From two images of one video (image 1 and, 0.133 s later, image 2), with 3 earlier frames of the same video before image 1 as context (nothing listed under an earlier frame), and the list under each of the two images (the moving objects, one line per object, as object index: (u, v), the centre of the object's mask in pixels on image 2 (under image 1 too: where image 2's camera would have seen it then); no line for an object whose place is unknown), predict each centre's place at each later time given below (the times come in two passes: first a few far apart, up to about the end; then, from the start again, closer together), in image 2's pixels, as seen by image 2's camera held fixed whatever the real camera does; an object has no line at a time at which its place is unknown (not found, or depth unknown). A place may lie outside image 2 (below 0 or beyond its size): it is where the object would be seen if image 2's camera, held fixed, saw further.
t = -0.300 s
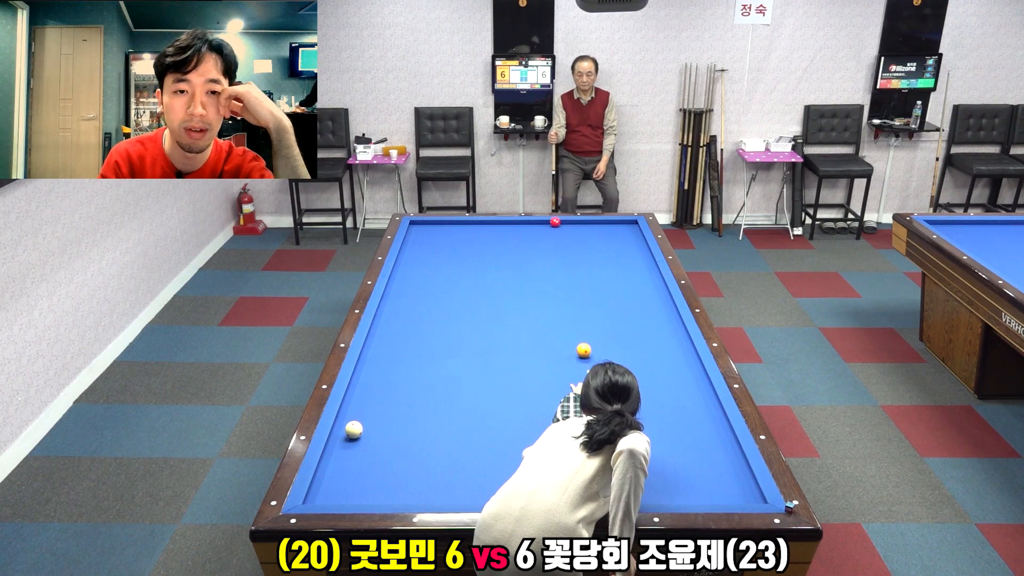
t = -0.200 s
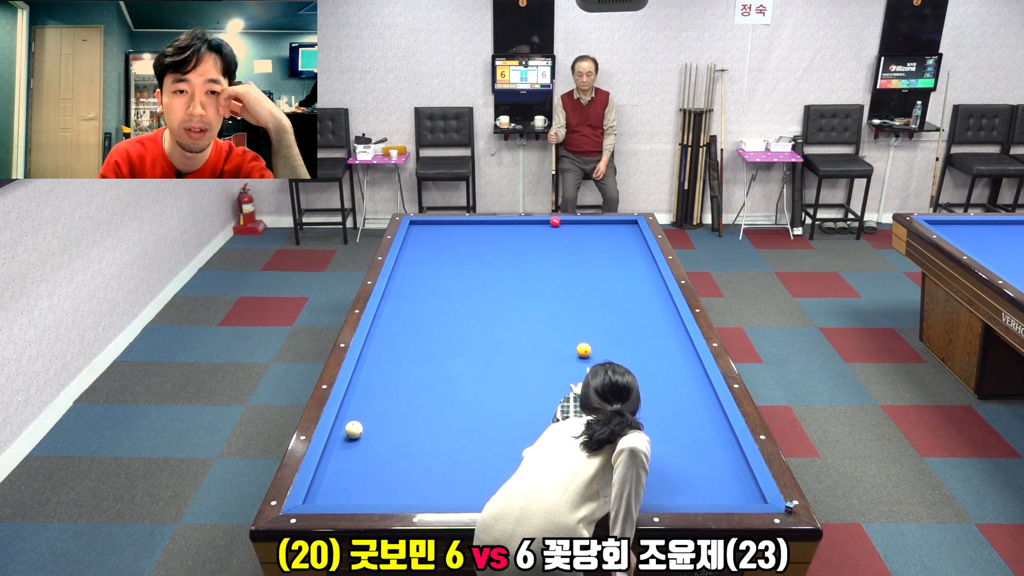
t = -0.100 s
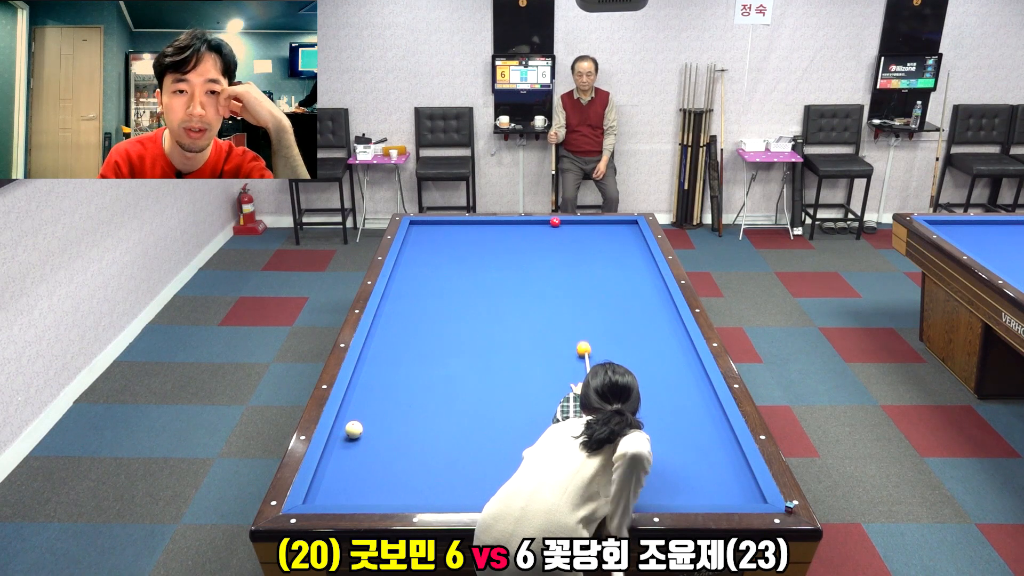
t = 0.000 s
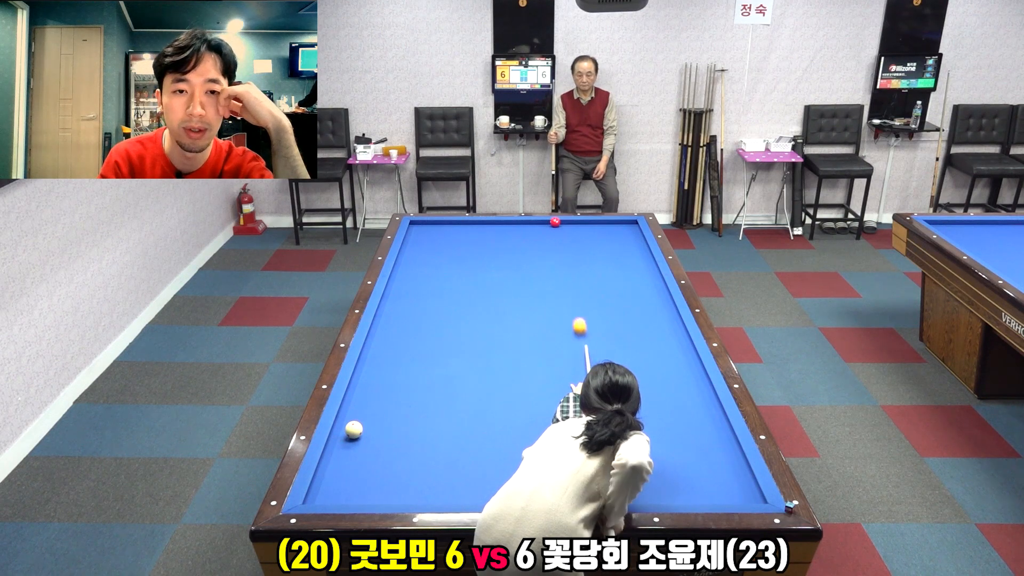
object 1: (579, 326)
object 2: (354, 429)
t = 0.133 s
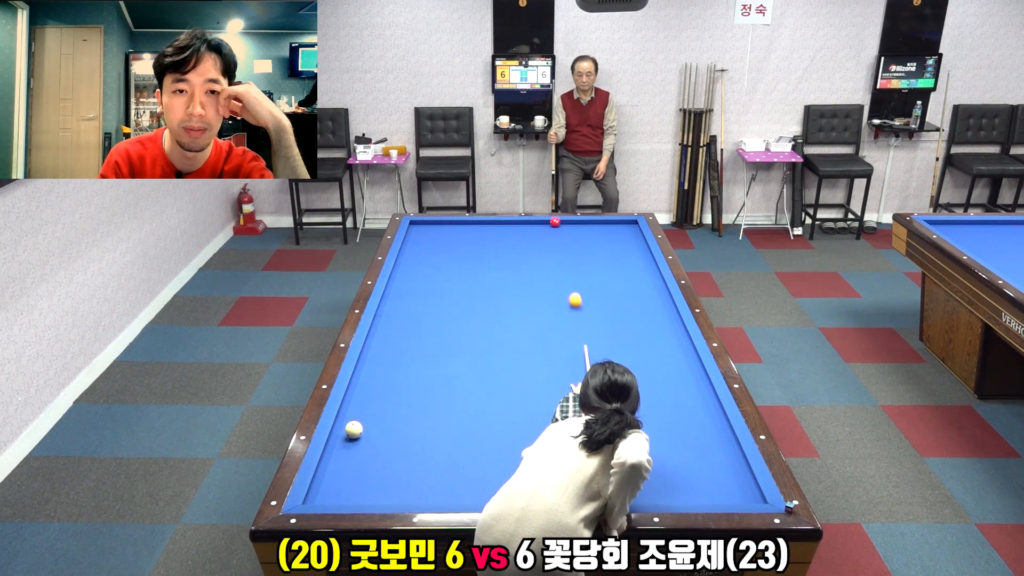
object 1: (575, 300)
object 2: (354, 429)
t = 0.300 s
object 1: (571, 276)
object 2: (354, 429)
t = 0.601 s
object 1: (566, 242)
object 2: (354, 429)
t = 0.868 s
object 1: (573, 223)
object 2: (354, 429)
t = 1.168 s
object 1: (613, 235)
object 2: (354, 429)
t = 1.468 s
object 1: (637, 245)
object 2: (354, 429)
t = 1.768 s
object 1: (620, 257)
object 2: (354, 429)
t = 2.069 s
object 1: (602, 269)
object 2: (354, 429)
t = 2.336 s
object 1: (585, 281)
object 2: (354, 429)
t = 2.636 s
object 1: (564, 290)
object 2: (354, 429)
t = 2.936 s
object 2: (354, 429)
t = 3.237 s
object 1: (521, 325)
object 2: (354, 429)
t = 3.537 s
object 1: (497, 341)
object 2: (354, 429)
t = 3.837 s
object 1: (471, 359)
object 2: (354, 429)
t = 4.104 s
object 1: (447, 376)
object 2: (354, 429)
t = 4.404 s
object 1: (418, 396)
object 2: (354, 429)
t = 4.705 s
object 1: (386, 418)
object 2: (354, 429)
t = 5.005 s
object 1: (366, 441)
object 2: (341, 431)
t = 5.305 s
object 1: (355, 463)
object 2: (348, 433)
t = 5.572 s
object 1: (345, 484)
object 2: (358, 435)
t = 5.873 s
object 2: (367, 437)
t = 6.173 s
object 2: (376, 439)
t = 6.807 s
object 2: (393, 443)
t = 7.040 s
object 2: (398, 444)
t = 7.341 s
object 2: (403, 445)
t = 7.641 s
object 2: (408, 447)
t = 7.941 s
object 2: (412, 448)
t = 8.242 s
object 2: (415, 448)
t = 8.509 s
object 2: (417, 449)
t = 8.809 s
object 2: (419, 450)
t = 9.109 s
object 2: (419, 450)
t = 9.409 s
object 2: (419, 450)
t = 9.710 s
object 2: (419, 450)
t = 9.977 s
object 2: (419, 450)
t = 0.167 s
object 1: (574, 295)
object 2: (354, 429)
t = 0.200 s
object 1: (573, 289)
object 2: (354, 429)
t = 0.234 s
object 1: (572, 285)
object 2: (354, 429)
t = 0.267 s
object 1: (572, 280)
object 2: (354, 429)
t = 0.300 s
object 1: (571, 276)
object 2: (354, 429)
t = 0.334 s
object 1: (570, 272)
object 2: (354, 429)
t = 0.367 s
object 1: (570, 268)
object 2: (354, 429)
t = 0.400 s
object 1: (569, 264)
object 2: (354, 429)
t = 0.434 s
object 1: (568, 260)
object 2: (354, 429)
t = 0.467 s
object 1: (568, 256)
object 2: (354, 429)
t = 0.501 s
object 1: (567, 252)
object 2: (354, 429)
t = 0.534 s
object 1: (567, 249)
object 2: (354, 429)
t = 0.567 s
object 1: (566, 245)
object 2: (354, 429)
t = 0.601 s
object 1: (566, 242)
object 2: (354, 429)
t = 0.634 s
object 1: (565, 238)
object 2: (354, 429)
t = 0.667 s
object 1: (565, 235)
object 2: (354, 429)
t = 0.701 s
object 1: (564, 232)
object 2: (354, 429)
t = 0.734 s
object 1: (564, 229)
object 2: (354, 429)
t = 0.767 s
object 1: (563, 226)
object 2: (354, 429)
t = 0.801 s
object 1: (564, 223)
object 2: (354, 429)
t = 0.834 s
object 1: (568, 222)
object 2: (354, 429)
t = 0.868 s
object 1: (573, 223)
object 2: (354, 429)
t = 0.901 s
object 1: (578, 225)
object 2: (354, 429)
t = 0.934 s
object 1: (582, 226)
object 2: (354, 429)
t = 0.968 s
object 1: (587, 227)
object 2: (354, 429)
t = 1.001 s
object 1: (592, 229)
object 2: (354, 429)
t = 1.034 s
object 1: (596, 230)
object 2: (354, 429)
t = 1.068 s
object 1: (600, 231)
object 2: (354, 429)
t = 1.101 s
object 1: (604, 232)
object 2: (354, 429)
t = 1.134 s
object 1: (609, 234)
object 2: (354, 429)
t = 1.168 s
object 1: (613, 235)
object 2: (354, 429)
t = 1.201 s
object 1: (617, 236)
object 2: (354, 429)
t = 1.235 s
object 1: (622, 237)
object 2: (354, 429)
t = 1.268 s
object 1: (626, 238)
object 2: (354, 429)
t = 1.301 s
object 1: (631, 239)
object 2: (354, 429)
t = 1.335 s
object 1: (635, 240)
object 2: (354, 429)
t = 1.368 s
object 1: (639, 242)
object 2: (354, 429)
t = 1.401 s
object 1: (641, 243)
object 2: (354, 429)
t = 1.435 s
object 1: (639, 244)
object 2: (354, 429)
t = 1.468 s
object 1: (637, 245)
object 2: (354, 429)
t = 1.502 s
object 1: (635, 247)
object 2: (354, 429)
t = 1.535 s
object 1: (633, 248)
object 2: (354, 429)
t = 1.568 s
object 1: (631, 249)
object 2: (354, 429)
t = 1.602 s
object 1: (629, 250)
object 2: (354, 429)
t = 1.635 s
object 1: (627, 252)
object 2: (354, 429)
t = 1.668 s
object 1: (625, 253)
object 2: (354, 429)
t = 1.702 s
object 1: (623, 254)
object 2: (354, 429)
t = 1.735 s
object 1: (622, 256)
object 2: (354, 429)
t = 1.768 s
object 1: (620, 257)
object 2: (354, 429)
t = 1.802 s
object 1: (618, 258)
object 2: (354, 429)
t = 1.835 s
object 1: (616, 260)
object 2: (354, 429)
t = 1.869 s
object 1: (614, 261)
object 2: (354, 429)
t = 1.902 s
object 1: (612, 262)
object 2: (354, 429)
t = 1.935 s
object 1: (610, 264)
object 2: (354, 429)
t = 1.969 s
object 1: (608, 265)
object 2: (354, 429)
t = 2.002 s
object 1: (606, 266)
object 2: (354, 429)
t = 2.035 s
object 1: (604, 268)
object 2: (354, 429)
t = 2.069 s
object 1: (602, 269)
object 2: (354, 429)
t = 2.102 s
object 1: (600, 271)
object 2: (354, 429)
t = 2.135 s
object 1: (598, 272)
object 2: (354, 429)
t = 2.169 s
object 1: (596, 273)
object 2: (354, 429)
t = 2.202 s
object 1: (594, 275)
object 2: (354, 429)
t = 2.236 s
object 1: (591, 276)
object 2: (354, 429)
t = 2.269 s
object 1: (589, 278)
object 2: (354, 429)
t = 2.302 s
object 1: (587, 279)
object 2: (354, 429)
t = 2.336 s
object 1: (585, 281)
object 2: (354, 429)
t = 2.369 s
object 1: (583, 282)
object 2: (354, 429)
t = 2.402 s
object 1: (581, 284)
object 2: (354, 429)
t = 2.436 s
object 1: (579, 285)
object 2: (354, 429)
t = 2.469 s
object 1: (576, 287)
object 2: (354, 429)
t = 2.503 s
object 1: (574, 288)
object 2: (354, 429)
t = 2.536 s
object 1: (572, 290)
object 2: (354, 429)
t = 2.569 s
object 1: (570, 291)
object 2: (354, 429)
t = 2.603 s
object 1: (567, 291)
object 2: (354, 429)
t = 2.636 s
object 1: (564, 290)
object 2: (354, 429)
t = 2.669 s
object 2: (354, 429)
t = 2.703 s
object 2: (354, 429)
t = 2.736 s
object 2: (354, 429)
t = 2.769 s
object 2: (354, 429)
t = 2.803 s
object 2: (354, 429)
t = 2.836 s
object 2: (354, 429)
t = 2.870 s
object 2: (354, 429)
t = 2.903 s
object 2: (354, 429)
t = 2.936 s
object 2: (354, 429)
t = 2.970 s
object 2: (354, 429)
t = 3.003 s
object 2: (354, 429)
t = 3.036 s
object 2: (354, 429)
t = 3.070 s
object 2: (354, 429)
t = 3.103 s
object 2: (354, 429)
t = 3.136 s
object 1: (526, 322)
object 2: (354, 429)
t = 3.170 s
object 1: (525, 323)
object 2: (354, 429)
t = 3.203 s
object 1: (523, 323)
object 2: (354, 429)
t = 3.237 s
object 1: (521, 325)
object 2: (354, 429)
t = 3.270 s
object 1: (518, 326)
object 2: (354, 429)
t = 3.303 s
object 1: (516, 328)
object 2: (354, 429)
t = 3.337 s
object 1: (513, 330)
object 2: (354, 429)
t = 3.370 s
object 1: (511, 332)
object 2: (354, 429)
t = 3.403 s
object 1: (508, 334)
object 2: (354, 429)
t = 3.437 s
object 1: (505, 336)
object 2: (354, 429)
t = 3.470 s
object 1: (502, 338)
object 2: (354, 429)
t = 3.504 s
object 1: (499, 340)
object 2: (354, 429)
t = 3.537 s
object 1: (497, 341)
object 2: (354, 429)
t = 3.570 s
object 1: (494, 344)
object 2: (354, 429)
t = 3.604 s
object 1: (491, 345)
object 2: (354, 429)
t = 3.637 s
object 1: (488, 347)
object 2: (354, 429)
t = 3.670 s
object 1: (486, 349)
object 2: (354, 429)
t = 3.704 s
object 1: (483, 351)
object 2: (354, 429)
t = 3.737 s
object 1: (480, 353)
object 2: (354, 429)
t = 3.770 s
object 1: (477, 355)
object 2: (354, 429)
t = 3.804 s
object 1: (474, 357)
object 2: (354, 429)
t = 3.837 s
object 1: (471, 359)
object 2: (354, 429)
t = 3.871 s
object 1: (468, 361)
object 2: (354, 429)
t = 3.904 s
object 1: (465, 363)
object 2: (354, 429)
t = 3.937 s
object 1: (462, 366)
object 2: (354, 429)
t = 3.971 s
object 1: (459, 368)
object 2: (354, 429)
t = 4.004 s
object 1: (456, 370)
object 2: (354, 429)
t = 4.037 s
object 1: (453, 372)
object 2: (354, 429)
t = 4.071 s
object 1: (450, 374)
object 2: (354, 429)
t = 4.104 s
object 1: (447, 376)
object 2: (354, 429)
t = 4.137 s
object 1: (444, 378)
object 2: (354, 429)
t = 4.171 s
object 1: (440, 381)
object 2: (354, 429)
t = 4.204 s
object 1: (437, 383)
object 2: (354, 429)
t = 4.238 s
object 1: (434, 385)
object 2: (354, 429)
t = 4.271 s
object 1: (431, 387)
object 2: (354, 429)
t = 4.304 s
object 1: (428, 389)
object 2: (354, 429)
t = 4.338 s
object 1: (424, 392)
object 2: (354, 429)
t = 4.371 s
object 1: (421, 394)
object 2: (354, 429)
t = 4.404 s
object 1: (418, 396)
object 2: (354, 429)
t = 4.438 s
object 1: (414, 399)
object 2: (354, 429)
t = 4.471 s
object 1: (411, 401)
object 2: (354, 429)
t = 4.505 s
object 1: (407, 404)
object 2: (354, 429)
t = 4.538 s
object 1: (404, 406)
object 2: (354, 429)
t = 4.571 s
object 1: (400, 408)
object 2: (354, 429)
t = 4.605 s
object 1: (397, 411)
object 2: (354, 429)
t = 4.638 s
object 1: (393, 414)
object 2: (354, 429)
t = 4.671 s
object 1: (390, 416)
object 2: (354, 429)
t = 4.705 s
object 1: (386, 418)
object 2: (354, 429)
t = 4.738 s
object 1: (383, 421)
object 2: (354, 429)
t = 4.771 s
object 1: (379, 424)
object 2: (354, 429)
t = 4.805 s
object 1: (375, 426)
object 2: (354, 429)
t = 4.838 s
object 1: (372, 429)
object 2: (353, 429)
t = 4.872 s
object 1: (370, 431)
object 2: (351, 430)
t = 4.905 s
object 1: (369, 434)
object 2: (348, 430)
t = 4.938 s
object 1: (368, 436)
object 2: (346, 430)
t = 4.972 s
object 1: (367, 438)
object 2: (344, 431)
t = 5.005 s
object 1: (366, 441)
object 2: (341, 431)
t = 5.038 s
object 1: (365, 443)
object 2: (339, 431)
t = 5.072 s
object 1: (364, 446)
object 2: (340, 431)
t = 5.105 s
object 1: (363, 448)
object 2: (341, 432)
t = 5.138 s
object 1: (361, 450)
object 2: (342, 432)
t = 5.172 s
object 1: (360, 453)
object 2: (344, 432)
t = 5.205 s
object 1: (359, 455)
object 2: (345, 432)
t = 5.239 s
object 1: (358, 458)
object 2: (346, 433)
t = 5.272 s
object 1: (356, 460)
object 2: (347, 433)
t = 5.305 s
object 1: (355, 463)
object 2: (348, 433)
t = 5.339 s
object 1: (354, 466)
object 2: (349, 433)
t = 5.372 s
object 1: (353, 468)
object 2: (351, 434)
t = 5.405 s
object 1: (352, 471)
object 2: (352, 434)
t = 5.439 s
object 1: (351, 473)
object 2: (353, 434)
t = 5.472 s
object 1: (349, 476)
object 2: (354, 434)
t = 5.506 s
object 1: (348, 479)
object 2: (355, 435)
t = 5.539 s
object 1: (347, 481)
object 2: (357, 435)
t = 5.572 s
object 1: (345, 484)
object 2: (358, 435)
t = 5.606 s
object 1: (344, 486)
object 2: (359, 435)
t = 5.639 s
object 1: (343, 489)
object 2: (360, 435)
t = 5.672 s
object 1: (342, 492)
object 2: (361, 436)
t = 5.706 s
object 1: (340, 494)
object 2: (362, 436)
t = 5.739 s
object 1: (339, 496)
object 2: (363, 436)
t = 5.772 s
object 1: (338, 497)
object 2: (364, 436)
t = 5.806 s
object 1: (338, 497)
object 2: (365, 437)
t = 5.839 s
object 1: (337, 496)
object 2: (366, 437)
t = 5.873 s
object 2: (367, 437)
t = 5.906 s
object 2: (368, 437)
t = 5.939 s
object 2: (370, 438)
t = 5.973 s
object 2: (371, 438)
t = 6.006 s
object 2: (372, 438)
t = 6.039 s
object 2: (373, 438)
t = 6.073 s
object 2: (373, 439)
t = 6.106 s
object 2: (375, 439)
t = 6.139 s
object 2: (375, 439)
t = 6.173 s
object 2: (376, 439)
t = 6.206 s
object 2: (377, 439)
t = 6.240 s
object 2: (378, 439)
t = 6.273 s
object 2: (379, 440)
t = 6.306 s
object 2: (380, 440)
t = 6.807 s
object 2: (393, 443)
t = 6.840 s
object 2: (394, 443)
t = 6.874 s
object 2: (394, 443)
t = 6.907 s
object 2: (395, 443)
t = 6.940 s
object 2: (396, 443)
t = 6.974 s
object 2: (396, 444)
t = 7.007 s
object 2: (397, 444)
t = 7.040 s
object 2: (398, 444)
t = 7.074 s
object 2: (398, 444)
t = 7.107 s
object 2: (399, 444)
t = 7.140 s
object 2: (400, 444)
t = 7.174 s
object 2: (400, 444)
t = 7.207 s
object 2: (401, 445)
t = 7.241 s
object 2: (402, 445)
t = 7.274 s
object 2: (402, 445)
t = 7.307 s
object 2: (403, 445)
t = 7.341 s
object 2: (403, 445)
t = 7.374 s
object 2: (404, 445)
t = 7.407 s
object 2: (405, 445)
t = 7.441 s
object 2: (405, 445)
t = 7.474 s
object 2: (406, 446)
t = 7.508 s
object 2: (406, 446)
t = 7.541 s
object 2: (407, 446)
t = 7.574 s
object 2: (407, 446)
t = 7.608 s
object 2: (408, 446)
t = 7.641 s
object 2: (408, 447)
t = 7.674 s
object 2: (409, 446)
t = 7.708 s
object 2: (409, 447)
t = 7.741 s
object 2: (410, 447)
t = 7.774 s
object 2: (410, 447)
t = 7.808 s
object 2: (411, 447)
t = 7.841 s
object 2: (411, 447)
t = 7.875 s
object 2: (411, 447)
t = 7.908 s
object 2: (412, 447)
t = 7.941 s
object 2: (412, 448)
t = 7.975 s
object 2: (413, 448)
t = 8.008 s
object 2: (413, 448)
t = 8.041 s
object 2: (413, 448)
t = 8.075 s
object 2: (414, 448)
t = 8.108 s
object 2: (414, 448)
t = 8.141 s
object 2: (414, 448)
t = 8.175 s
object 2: (415, 448)
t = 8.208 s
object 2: (415, 448)
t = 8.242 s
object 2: (415, 448)
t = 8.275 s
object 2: (415, 448)
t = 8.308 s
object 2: (416, 449)
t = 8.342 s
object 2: (416, 449)
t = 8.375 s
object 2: (416, 449)
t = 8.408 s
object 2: (417, 449)
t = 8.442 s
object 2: (417, 449)
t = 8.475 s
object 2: (417, 449)
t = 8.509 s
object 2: (417, 449)
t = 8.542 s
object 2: (417, 449)
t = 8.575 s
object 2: (418, 449)
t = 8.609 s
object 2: (418, 449)
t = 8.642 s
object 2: (418, 449)
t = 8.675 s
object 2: (418, 449)
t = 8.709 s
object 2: (418, 449)
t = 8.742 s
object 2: (418, 449)
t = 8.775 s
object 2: (419, 449)
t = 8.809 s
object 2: (419, 450)
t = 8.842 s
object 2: (419, 450)
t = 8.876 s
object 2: (419, 450)
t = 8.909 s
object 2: (419, 450)
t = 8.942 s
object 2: (419, 450)
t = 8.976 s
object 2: (419, 450)
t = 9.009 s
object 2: (419, 450)
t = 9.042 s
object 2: (419, 450)
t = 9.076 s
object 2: (419, 450)
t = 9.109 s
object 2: (419, 450)
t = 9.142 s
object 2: (419, 450)
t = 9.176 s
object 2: (419, 450)
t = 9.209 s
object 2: (419, 450)
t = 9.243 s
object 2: (419, 450)
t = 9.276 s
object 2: (419, 450)
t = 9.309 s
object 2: (419, 450)
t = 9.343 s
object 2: (419, 450)
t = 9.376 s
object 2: (419, 450)
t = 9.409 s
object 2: (419, 450)
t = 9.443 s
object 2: (419, 450)
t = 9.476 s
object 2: (419, 450)
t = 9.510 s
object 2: (419, 450)
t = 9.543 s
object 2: (419, 450)
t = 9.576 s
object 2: (419, 450)
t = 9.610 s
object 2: (419, 450)
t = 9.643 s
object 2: (419, 450)
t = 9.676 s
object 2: (419, 450)
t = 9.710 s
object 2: (419, 450)
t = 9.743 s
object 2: (419, 450)
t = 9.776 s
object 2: (419, 450)
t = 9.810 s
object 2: (419, 450)
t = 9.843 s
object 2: (419, 450)
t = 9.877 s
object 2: (419, 450)
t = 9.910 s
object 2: (419, 450)
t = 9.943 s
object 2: (419, 450)
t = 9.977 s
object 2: (419, 450)
